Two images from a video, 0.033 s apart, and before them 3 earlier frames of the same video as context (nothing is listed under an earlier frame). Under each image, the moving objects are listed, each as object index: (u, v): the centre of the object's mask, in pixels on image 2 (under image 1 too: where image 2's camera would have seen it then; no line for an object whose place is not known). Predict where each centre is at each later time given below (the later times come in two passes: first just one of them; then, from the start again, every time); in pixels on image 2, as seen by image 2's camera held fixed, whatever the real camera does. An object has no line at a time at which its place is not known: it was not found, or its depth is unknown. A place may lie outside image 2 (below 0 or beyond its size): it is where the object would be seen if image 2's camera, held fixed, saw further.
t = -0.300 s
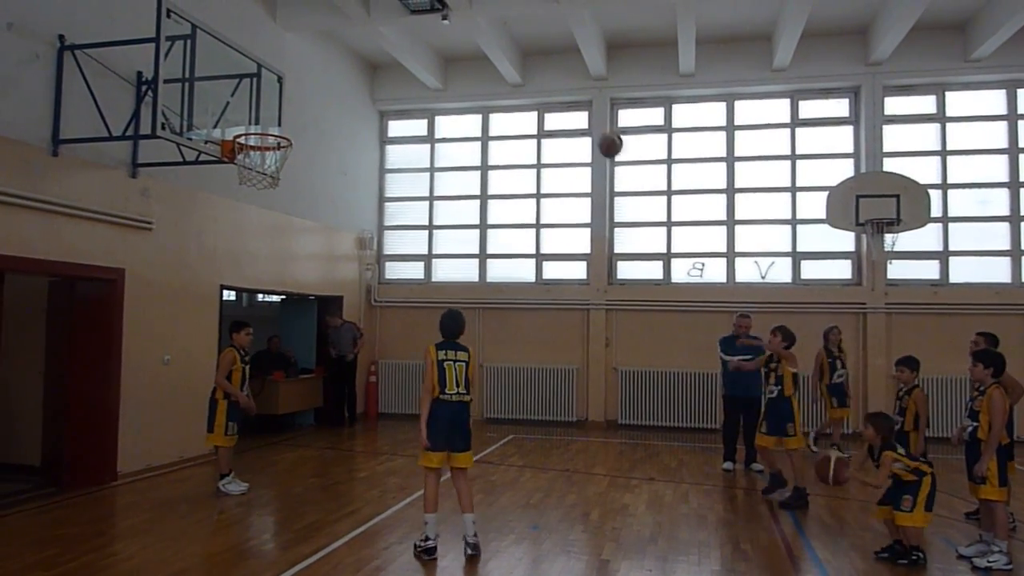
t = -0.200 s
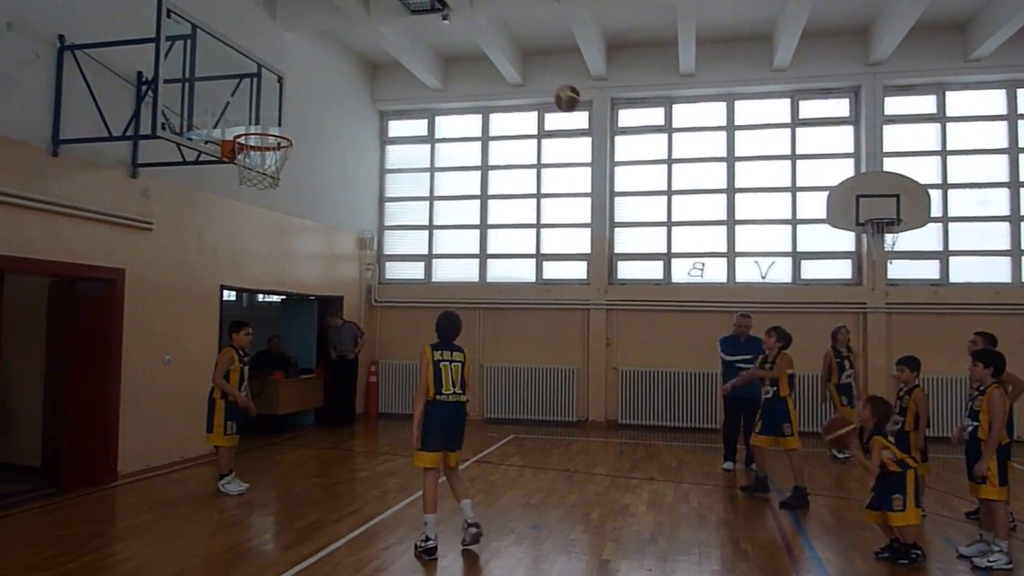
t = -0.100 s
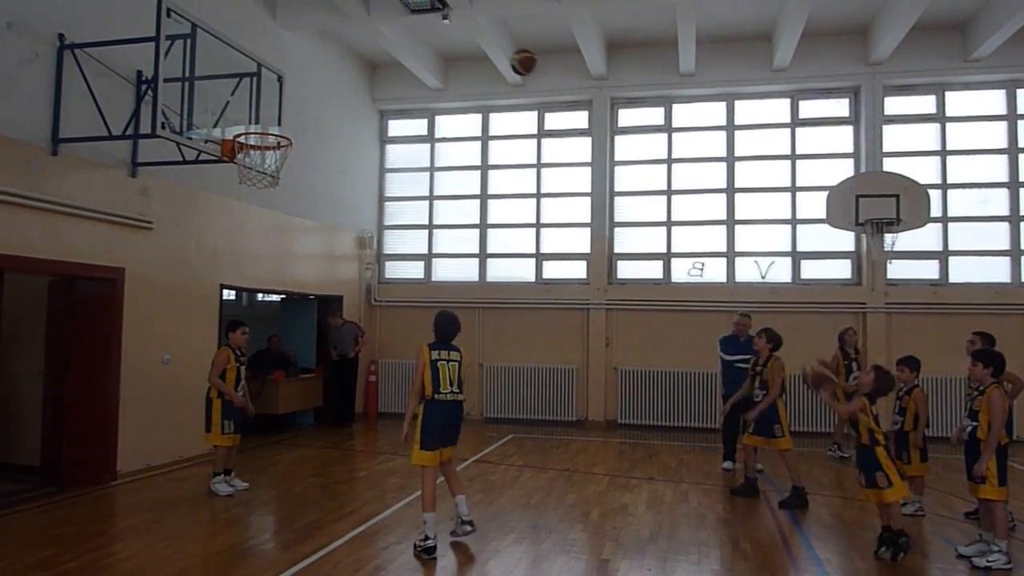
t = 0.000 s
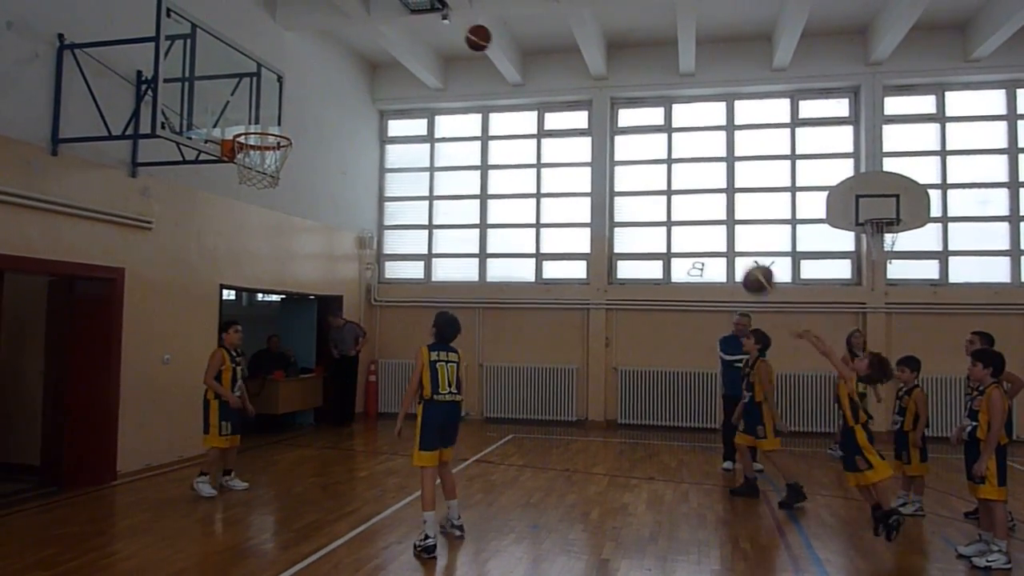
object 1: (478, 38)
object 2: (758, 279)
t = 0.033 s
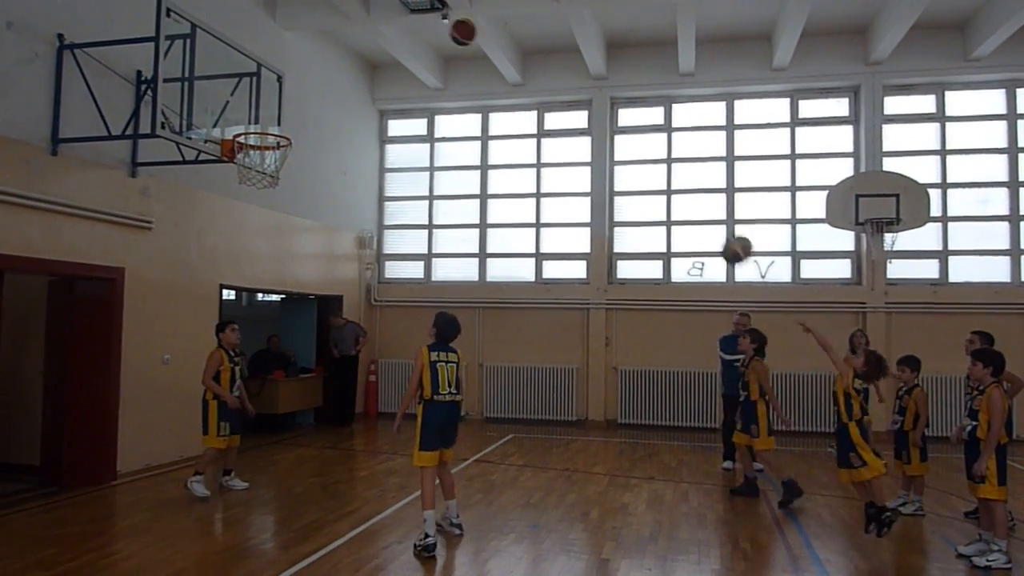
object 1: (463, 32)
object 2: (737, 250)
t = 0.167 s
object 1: (402, 22)
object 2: (658, 156)
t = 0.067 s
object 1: (448, 27)
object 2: (716, 223)
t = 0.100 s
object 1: (433, 25)
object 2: (696, 198)
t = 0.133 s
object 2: (676, 175)
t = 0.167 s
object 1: (402, 22)
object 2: (658, 156)
